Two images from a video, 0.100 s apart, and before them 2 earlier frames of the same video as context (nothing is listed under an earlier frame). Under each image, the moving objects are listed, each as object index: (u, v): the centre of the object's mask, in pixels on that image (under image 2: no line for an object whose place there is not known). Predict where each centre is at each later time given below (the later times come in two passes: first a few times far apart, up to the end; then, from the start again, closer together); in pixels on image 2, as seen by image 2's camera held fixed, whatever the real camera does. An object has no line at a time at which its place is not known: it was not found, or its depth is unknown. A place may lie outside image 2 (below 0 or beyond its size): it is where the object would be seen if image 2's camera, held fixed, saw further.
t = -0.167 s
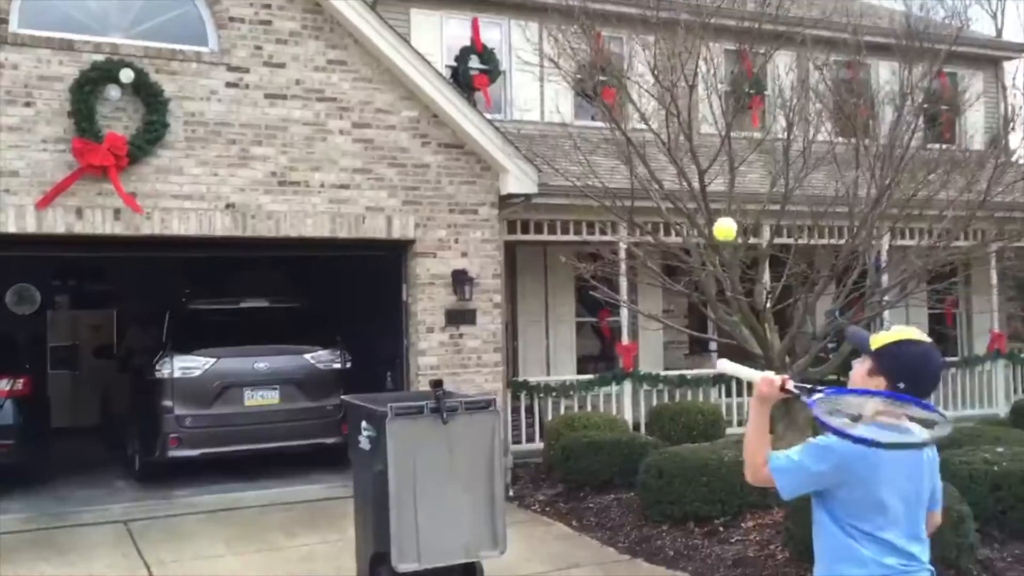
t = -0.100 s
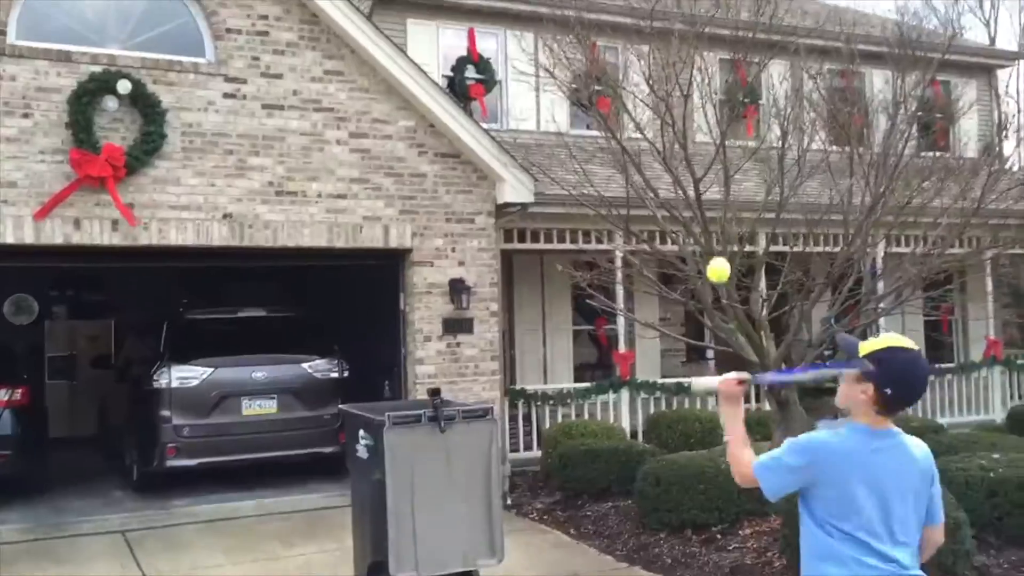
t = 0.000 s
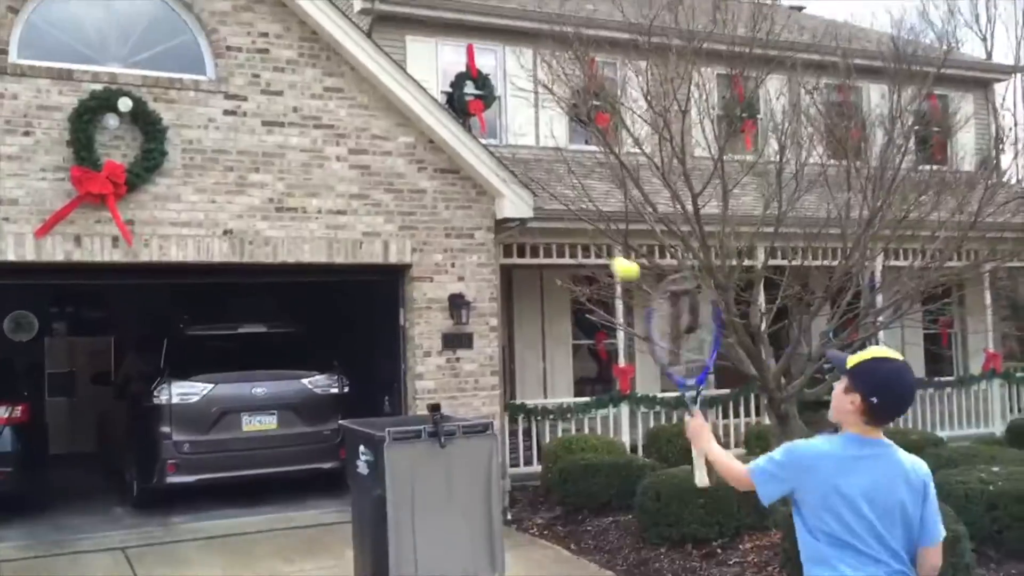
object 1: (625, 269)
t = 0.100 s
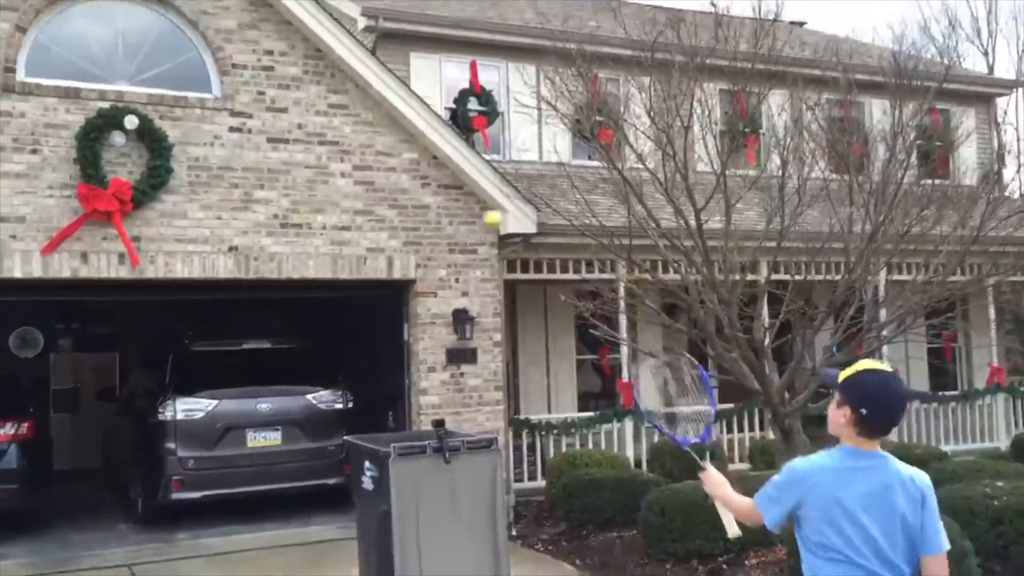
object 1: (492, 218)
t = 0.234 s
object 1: (386, 193)
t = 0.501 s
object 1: (272, 226)
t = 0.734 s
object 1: (321, 272)
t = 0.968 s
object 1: (409, 414)
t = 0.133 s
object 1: (460, 206)
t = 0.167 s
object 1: (433, 199)
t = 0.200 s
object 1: (408, 195)
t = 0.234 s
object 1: (386, 193)
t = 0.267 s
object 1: (366, 192)
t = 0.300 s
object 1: (348, 194)
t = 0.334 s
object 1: (332, 197)
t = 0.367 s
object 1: (318, 201)
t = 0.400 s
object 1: (305, 206)
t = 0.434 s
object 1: (294, 212)
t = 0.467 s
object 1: (282, 219)
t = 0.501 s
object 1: (272, 226)
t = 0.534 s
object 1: (265, 235)
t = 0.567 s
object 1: (274, 236)
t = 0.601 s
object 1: (282, 241)
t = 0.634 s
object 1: (291, 247)
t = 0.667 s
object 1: (300, 253)
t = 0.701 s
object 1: (310, 262)
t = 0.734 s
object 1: (321, 272)
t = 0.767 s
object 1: (331, 286)
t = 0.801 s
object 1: (343, 300)
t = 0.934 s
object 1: (394, 385)
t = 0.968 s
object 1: (409, 414)
